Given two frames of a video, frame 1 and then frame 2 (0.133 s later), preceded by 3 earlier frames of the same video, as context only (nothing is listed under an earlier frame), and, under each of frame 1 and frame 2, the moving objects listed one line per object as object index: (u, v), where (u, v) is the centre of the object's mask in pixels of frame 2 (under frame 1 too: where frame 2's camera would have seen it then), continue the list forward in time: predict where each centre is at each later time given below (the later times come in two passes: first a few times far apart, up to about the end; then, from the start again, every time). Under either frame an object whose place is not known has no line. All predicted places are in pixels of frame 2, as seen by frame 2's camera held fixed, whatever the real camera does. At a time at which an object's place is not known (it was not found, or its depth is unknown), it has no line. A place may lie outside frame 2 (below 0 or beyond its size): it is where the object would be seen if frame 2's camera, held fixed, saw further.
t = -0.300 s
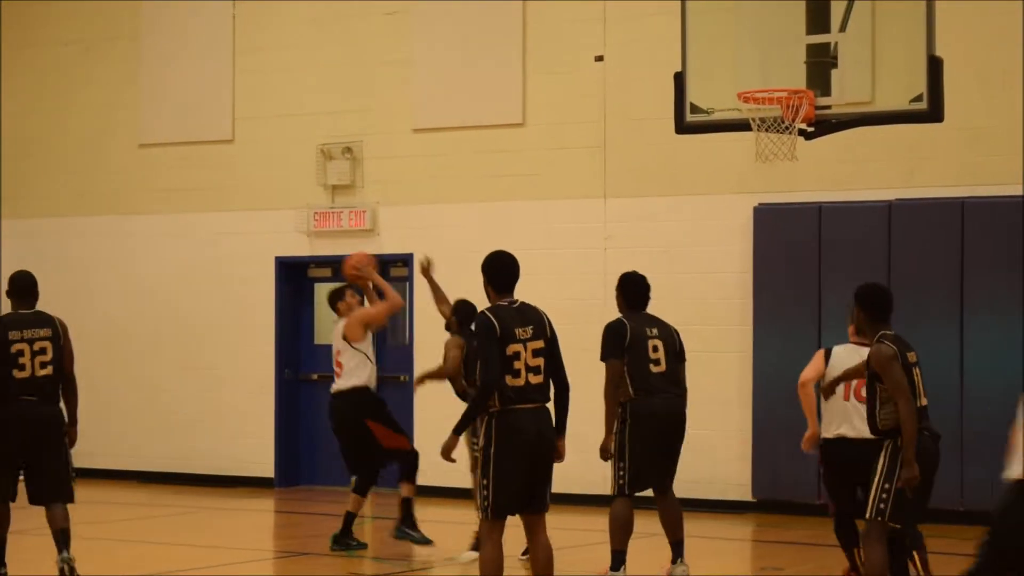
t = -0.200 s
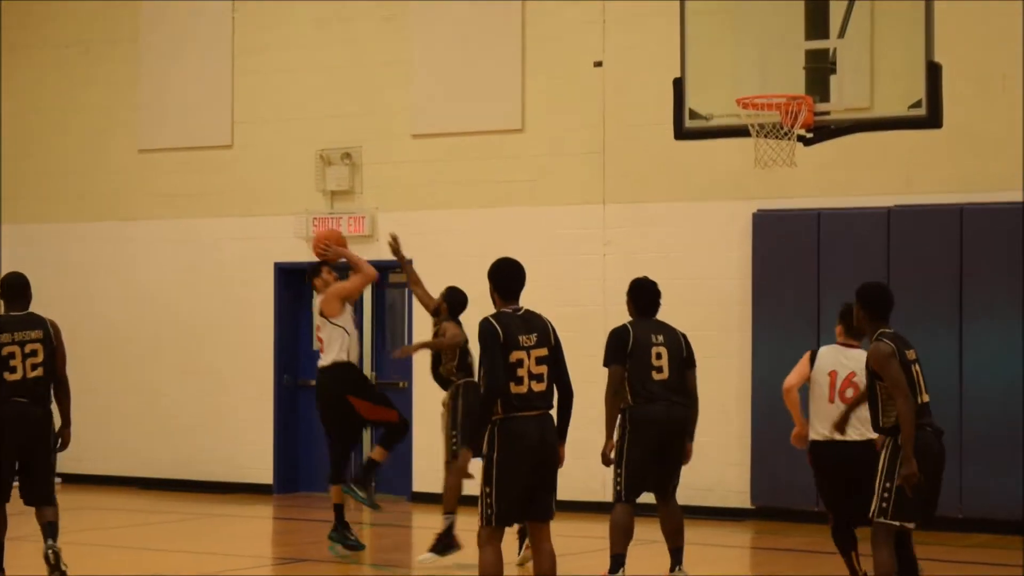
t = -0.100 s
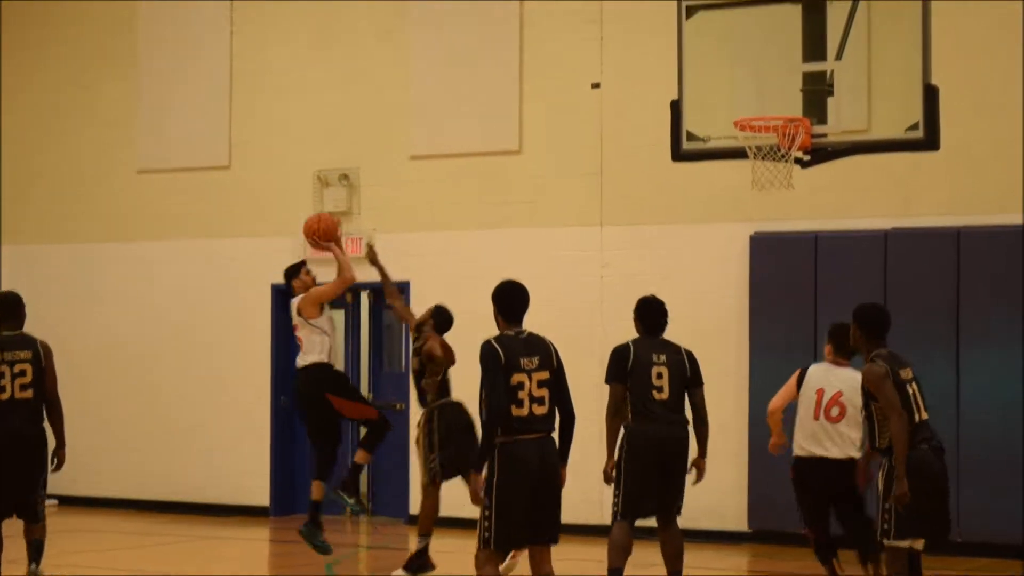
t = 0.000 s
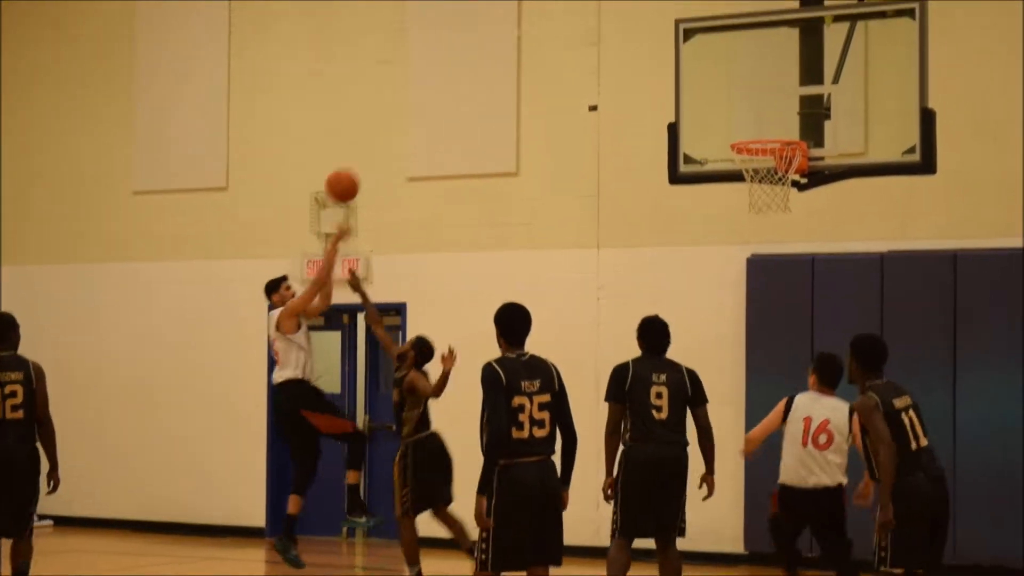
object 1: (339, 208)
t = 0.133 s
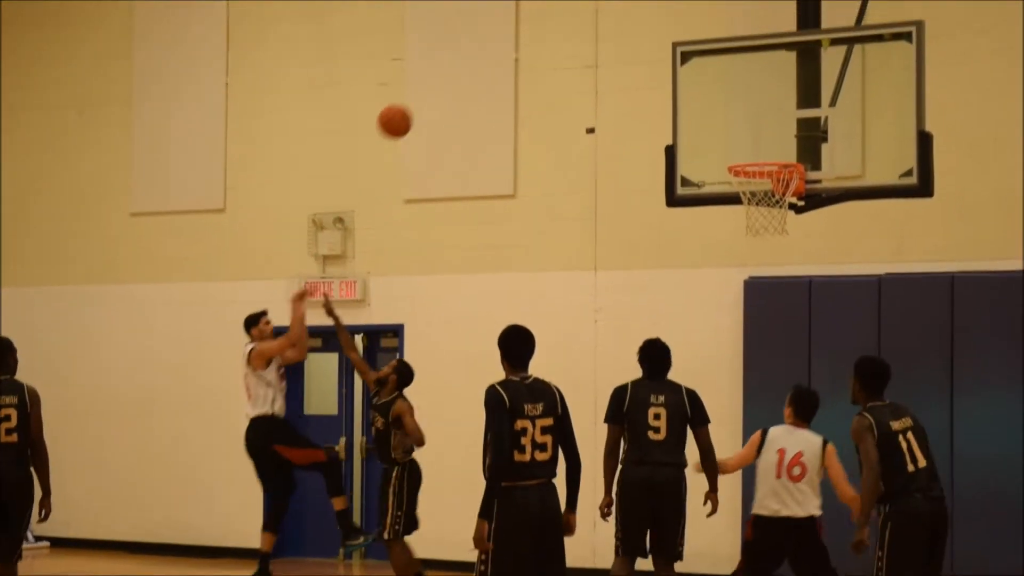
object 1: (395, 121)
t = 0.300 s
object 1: (464, 46)
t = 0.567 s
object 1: (576, 5)
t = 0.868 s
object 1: (707, 83)
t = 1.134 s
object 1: (802, 230)
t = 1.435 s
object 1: (847, 418)
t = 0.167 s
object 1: (409, 103)
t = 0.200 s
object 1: (422, 86)
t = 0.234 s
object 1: (436, 72)
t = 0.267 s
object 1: (450, 58)
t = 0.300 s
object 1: (464, 46)
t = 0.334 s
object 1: (478, 36)
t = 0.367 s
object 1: (491, 27)
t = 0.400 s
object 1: (506, 19)
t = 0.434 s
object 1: (519, 13)
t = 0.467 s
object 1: (534, 9)
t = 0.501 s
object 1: (548, 6)
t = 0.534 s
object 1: (562, 4)
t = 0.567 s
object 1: (576, 5)
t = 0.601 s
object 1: (590, 7)
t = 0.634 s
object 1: (605, 10)
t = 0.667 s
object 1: (619, 16)
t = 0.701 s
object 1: (634, 23)
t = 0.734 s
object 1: (648, 31)
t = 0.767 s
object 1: (663, 42)
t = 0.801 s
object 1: (677, 54)
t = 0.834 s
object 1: (692, 68)
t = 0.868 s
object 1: (707, 83)
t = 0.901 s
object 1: (722, 101)
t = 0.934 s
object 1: (736, 120)
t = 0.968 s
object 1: (751, 140)
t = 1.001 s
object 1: (765, 154)
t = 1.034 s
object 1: (783, 188)
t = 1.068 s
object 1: (791, 207)
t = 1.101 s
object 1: (797, 217)
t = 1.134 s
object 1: (802, 230)
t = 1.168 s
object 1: (806, 244)
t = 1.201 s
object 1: (811, 260)
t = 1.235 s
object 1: (815, 278)
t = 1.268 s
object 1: (820, 297)
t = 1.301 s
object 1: (825, 317)
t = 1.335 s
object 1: (829, 341)
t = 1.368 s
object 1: (835, 365)
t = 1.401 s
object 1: (841, 390)
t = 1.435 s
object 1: (847, 418)
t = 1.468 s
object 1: (853, 449)
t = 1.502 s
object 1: (860, 480)
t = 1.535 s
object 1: (868, 514)
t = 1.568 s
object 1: (874, 549)
